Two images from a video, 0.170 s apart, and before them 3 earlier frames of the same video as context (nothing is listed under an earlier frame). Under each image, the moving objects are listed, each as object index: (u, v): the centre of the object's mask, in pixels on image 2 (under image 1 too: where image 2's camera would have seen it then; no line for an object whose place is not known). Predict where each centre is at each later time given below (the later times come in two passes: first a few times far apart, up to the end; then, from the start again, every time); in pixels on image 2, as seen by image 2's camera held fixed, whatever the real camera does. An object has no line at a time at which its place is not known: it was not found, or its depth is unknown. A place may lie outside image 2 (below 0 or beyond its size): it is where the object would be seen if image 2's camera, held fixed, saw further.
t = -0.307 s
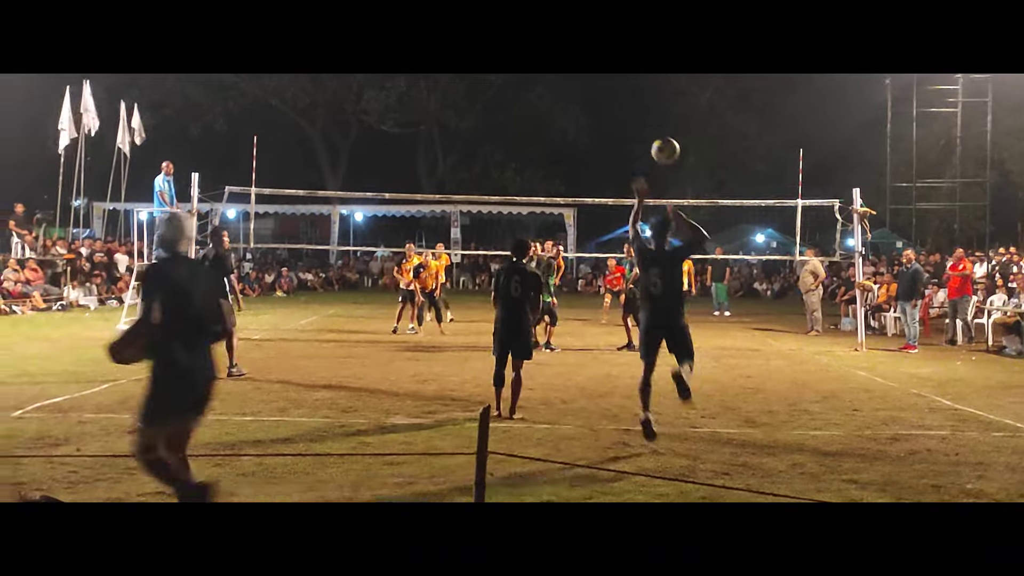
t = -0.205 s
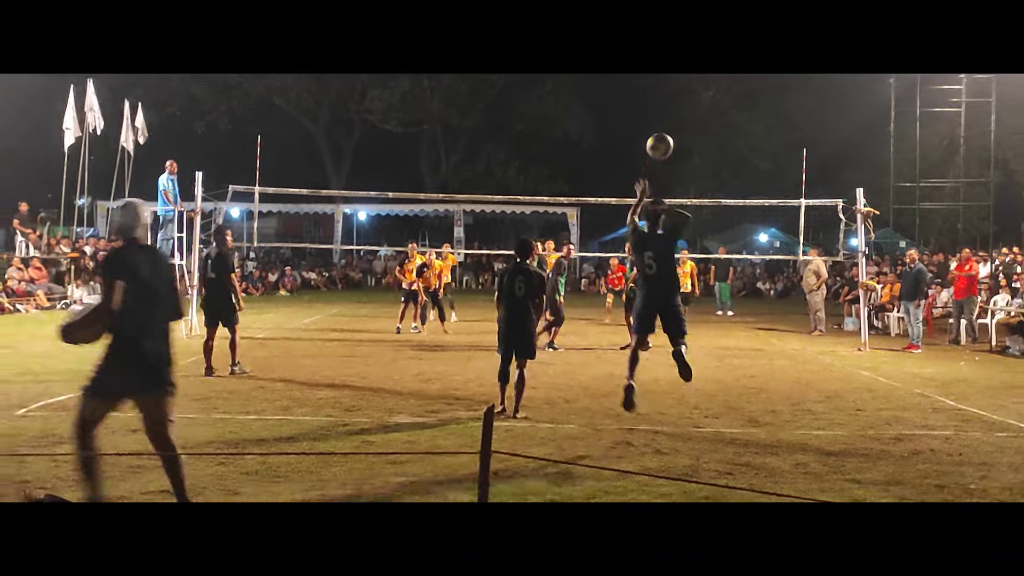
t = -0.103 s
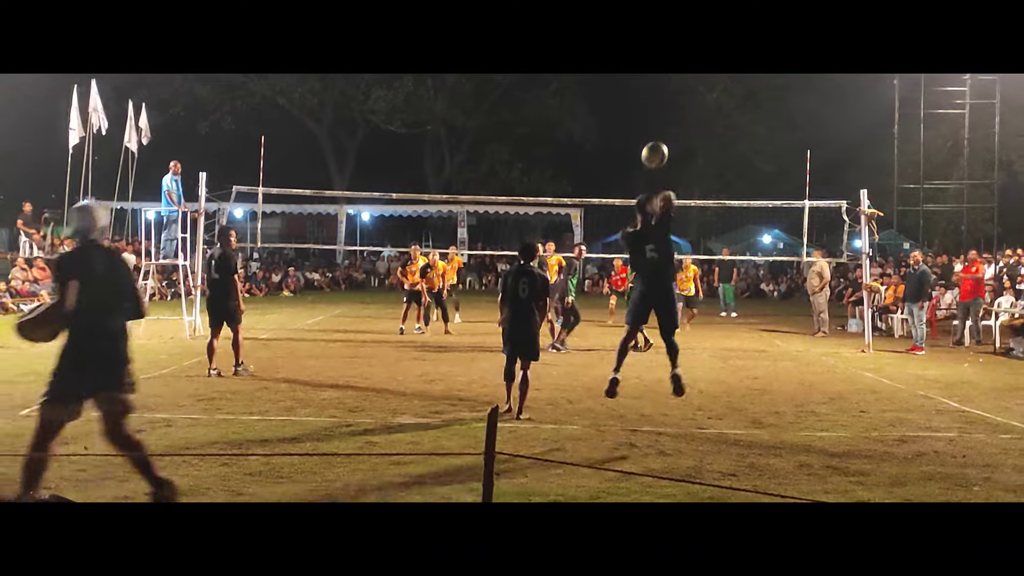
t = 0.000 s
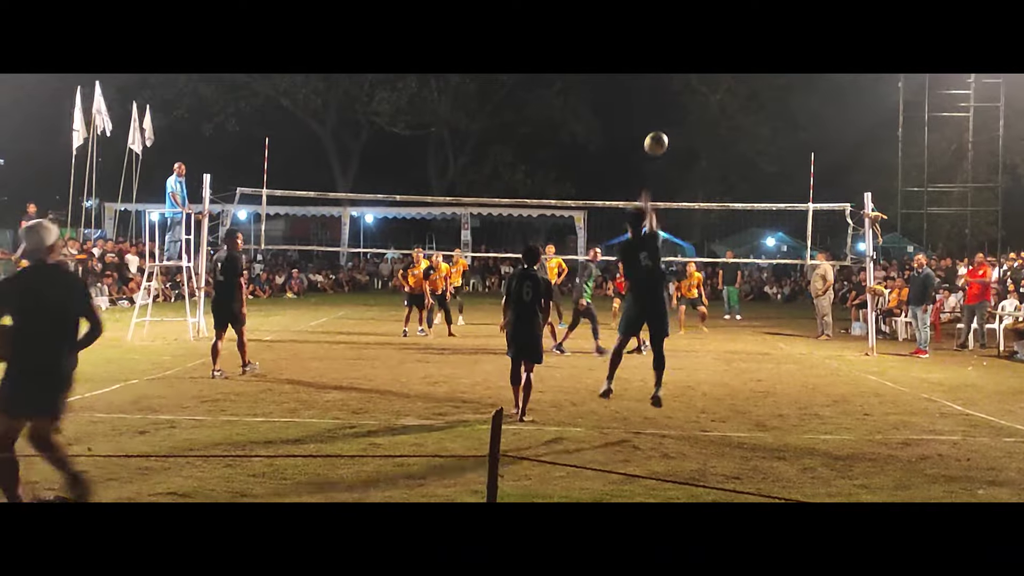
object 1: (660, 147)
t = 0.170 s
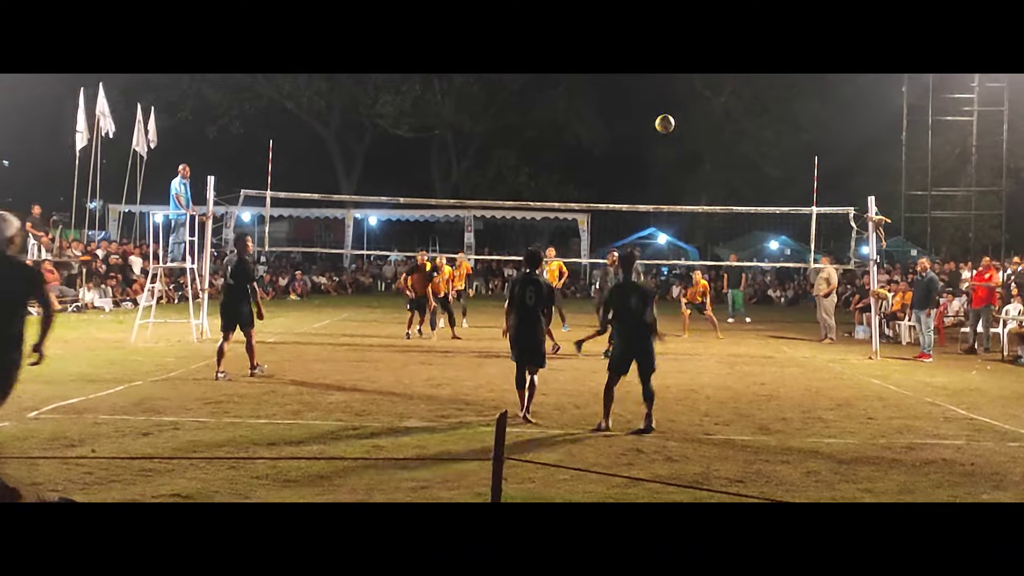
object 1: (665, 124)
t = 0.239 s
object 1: (667, 122)
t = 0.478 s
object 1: (676, 138)
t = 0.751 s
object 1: (684, 180)
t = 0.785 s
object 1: (684, 186)
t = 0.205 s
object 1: (666, 123)
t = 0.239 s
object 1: (667, 122)
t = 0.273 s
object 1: (668, 123)
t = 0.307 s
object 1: (670, 124)
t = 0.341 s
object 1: (671, 126)
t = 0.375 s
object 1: (672, 128)
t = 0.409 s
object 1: (673, 131)
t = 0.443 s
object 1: (675, 135)
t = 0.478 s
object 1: (676, 138)
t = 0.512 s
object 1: (677, 143)
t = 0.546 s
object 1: (678, 148)
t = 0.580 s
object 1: (679, 152)
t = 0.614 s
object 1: (679, 157)
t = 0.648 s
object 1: (680, 163)
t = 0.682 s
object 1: (682, 168)
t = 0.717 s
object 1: (682, 174)
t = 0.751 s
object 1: (684, 180)
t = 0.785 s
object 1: (684, 186)
